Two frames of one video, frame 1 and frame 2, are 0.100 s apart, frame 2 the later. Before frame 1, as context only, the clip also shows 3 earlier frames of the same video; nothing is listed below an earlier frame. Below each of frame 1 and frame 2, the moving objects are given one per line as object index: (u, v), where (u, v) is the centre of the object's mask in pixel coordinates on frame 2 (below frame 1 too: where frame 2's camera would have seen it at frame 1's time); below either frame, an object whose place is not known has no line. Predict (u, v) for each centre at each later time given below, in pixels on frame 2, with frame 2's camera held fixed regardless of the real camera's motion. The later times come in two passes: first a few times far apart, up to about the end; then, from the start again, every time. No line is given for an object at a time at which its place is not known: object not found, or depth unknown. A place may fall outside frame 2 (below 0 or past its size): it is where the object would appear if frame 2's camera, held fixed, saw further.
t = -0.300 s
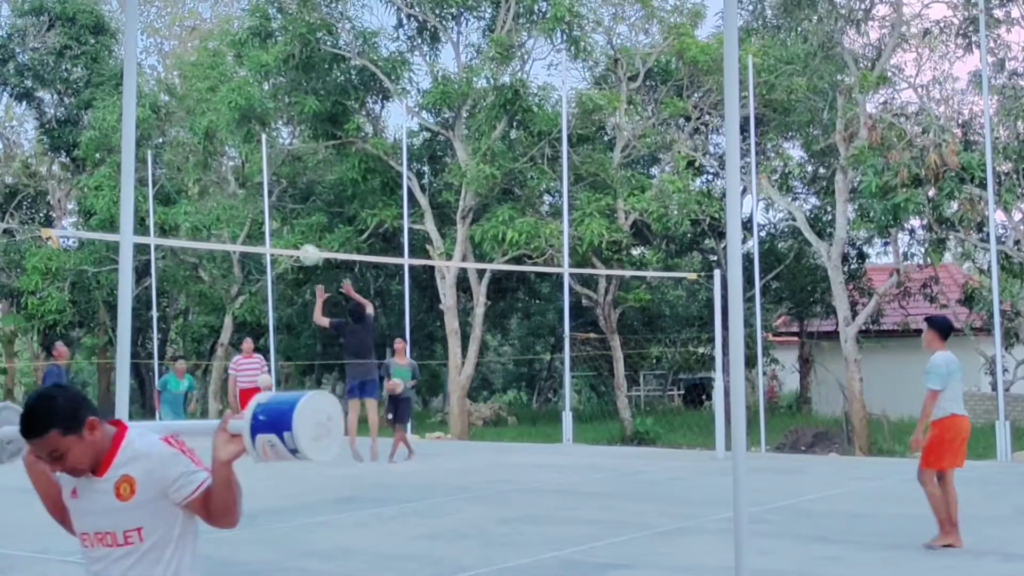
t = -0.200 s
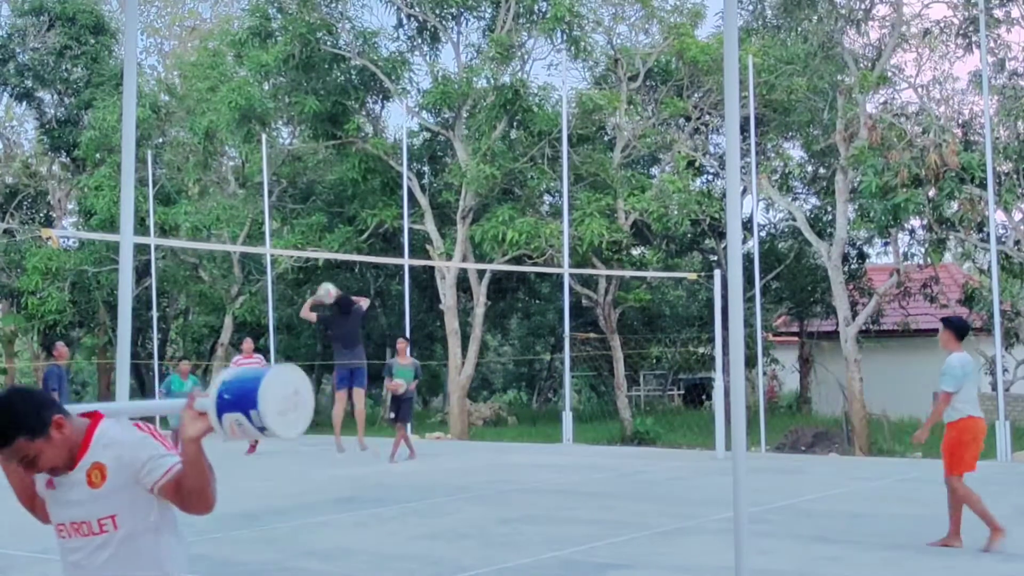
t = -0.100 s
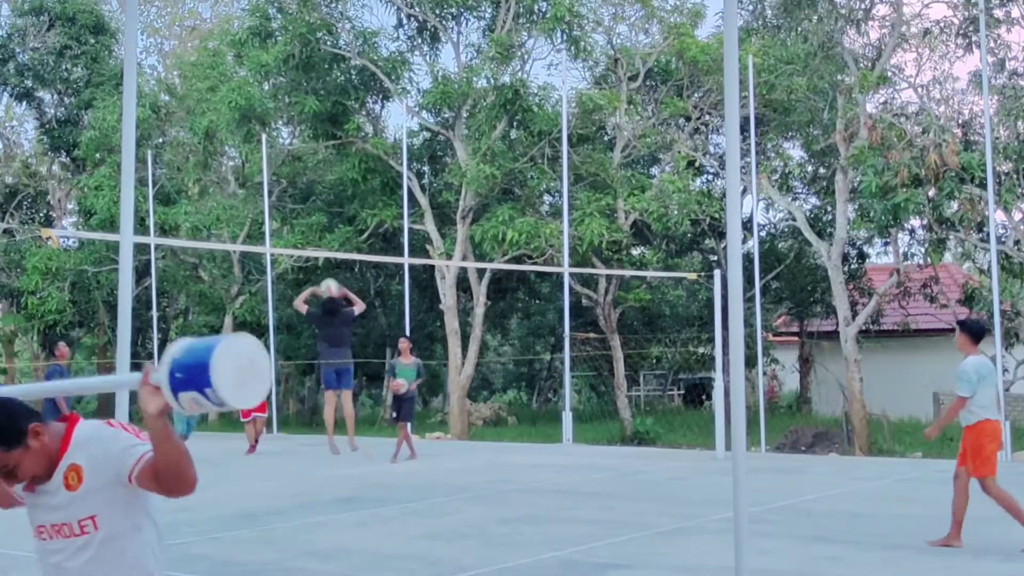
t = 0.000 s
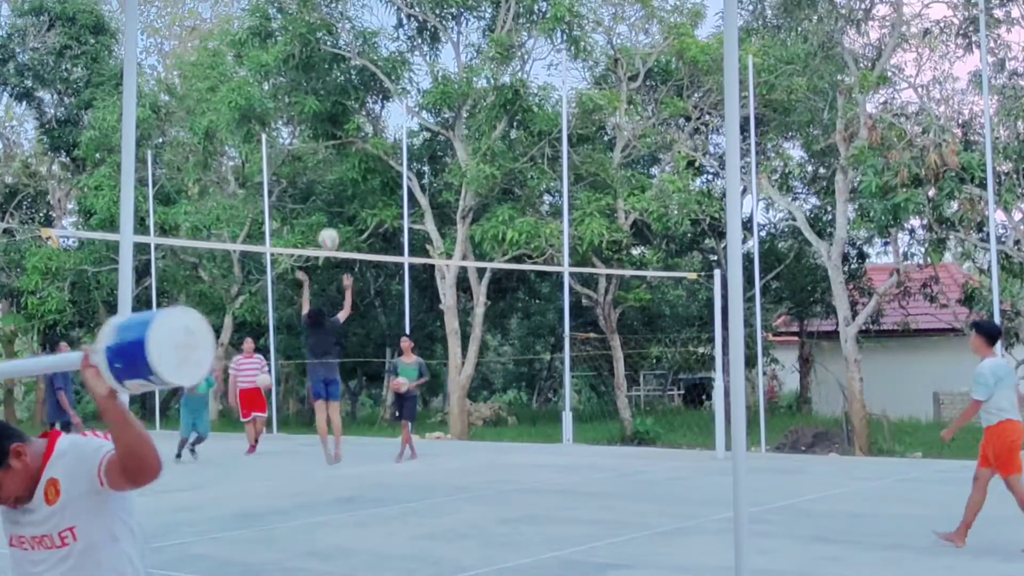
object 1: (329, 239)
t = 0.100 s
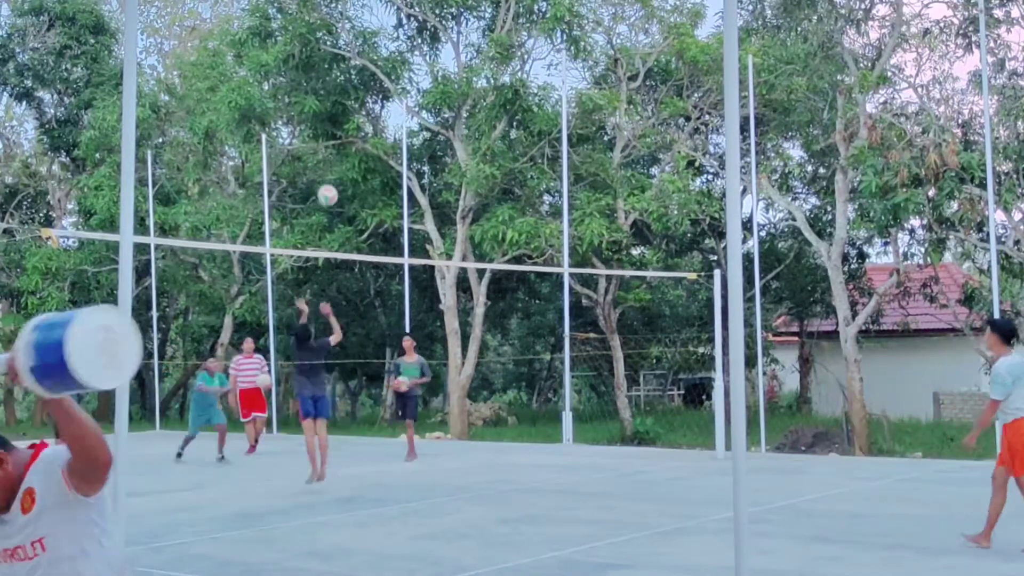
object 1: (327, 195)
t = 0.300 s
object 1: (325, 137)
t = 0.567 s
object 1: (323, 115)
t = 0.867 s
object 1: (322, 160)
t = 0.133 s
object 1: (327, 183)
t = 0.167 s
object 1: (327, 172)
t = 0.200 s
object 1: (326, 161)
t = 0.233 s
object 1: (326, 152)
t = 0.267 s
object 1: (326, 144)
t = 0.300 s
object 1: (325, 137)
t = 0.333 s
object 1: (325, 131)
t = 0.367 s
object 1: (325, 126)
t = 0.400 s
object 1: (324, 122)
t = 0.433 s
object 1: (324, 118)
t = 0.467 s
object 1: (324, 116)
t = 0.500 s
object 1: (323, 115)
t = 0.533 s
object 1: (323, 114)
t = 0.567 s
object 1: (323, 115)
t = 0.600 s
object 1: (323, 116)
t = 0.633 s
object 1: (323, 118)
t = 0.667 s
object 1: (323, 121)
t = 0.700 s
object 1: (322, 126)
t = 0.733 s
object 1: (322, 131)
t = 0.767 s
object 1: (322, 137)
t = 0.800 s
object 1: (322, 144)
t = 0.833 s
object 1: (322, 152)
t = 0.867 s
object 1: (322, 160)
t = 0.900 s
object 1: (322, 170)
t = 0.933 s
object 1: (322, 180)
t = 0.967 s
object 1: (322, 191)
